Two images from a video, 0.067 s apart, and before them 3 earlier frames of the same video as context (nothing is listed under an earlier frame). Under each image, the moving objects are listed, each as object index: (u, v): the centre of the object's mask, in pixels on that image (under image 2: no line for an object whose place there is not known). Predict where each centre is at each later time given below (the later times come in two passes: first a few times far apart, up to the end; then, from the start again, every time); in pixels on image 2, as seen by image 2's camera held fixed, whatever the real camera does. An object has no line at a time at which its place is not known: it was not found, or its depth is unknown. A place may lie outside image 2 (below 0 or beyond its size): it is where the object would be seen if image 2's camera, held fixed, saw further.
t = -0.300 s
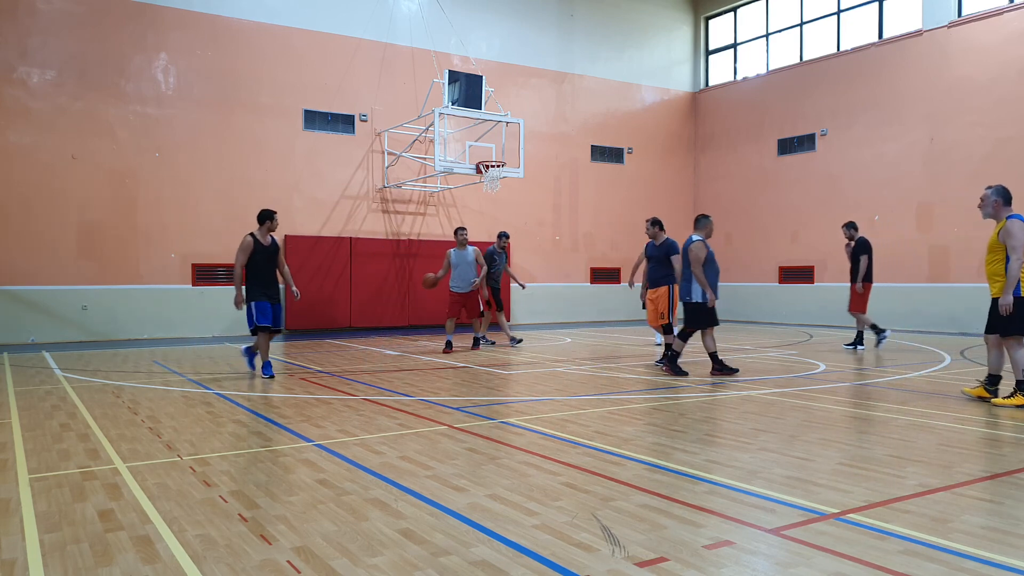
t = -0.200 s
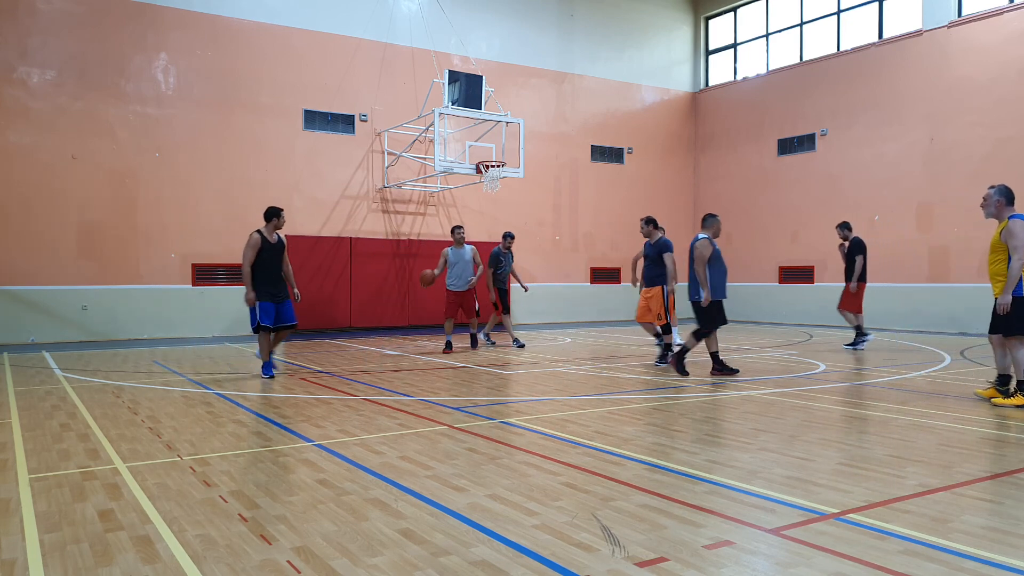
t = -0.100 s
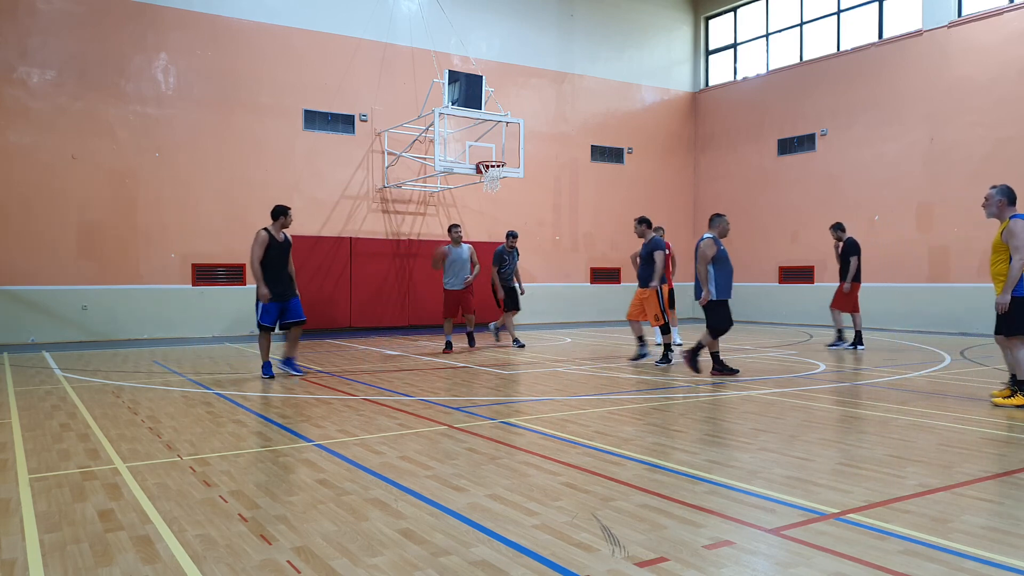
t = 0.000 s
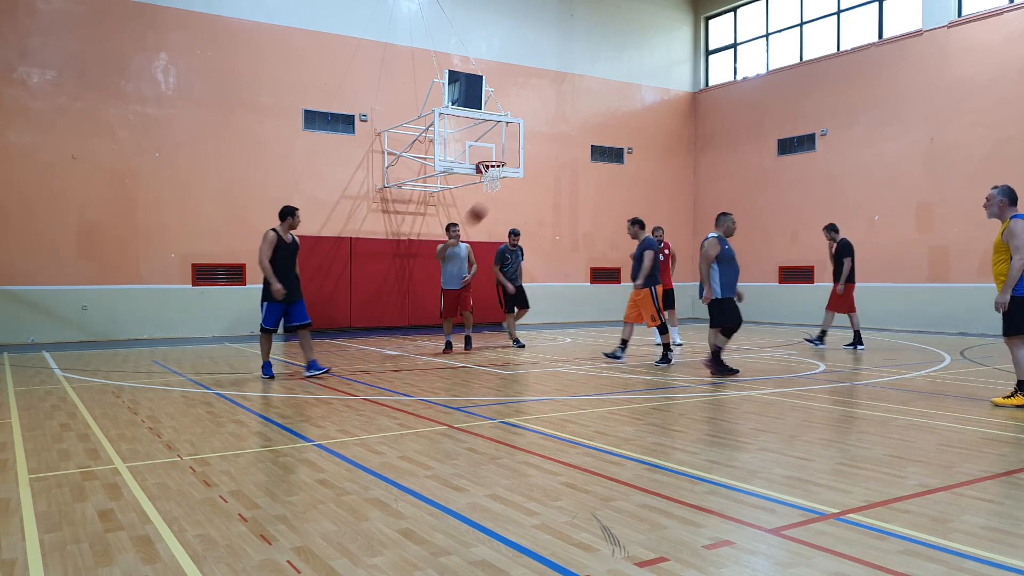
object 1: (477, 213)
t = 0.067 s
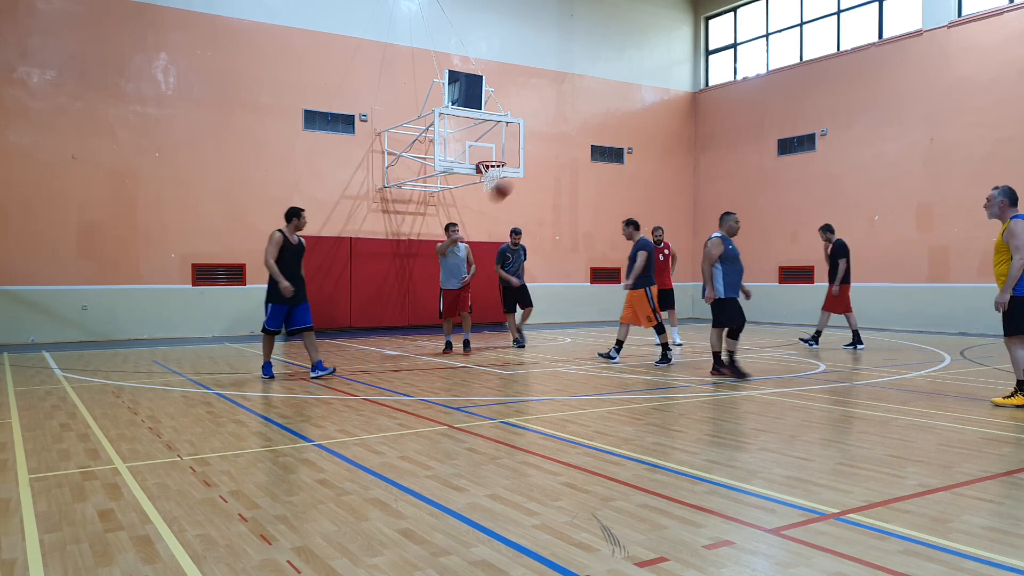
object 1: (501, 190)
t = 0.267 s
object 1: (580, 136)
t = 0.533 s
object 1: (700, 105)
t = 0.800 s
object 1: (841, 137)
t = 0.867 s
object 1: (880, 157)
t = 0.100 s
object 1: (514, 182)
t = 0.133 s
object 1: (529, 168)
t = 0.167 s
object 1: (540, 160)
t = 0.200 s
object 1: (552, 151)
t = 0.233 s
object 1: (567, 143)
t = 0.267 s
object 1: (580, 136)
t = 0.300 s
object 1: (594, 129)
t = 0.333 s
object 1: (609, 122)
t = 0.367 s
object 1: (624, 117)
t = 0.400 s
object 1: (638, 113)
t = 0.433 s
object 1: (653, 109)
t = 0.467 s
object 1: (668, 107)
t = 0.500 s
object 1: (684, 106)
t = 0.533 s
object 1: (700, 105)
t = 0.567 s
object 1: (717, 106)
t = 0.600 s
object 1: (733, 107)
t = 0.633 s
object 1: (751, 109)
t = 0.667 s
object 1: (768, 112)
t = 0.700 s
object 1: (786, 117)
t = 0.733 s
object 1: (803, 122)
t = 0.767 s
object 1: (822, 129)
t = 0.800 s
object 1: (841, 137)
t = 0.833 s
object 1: (861, 147)
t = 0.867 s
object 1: (880, 157)
